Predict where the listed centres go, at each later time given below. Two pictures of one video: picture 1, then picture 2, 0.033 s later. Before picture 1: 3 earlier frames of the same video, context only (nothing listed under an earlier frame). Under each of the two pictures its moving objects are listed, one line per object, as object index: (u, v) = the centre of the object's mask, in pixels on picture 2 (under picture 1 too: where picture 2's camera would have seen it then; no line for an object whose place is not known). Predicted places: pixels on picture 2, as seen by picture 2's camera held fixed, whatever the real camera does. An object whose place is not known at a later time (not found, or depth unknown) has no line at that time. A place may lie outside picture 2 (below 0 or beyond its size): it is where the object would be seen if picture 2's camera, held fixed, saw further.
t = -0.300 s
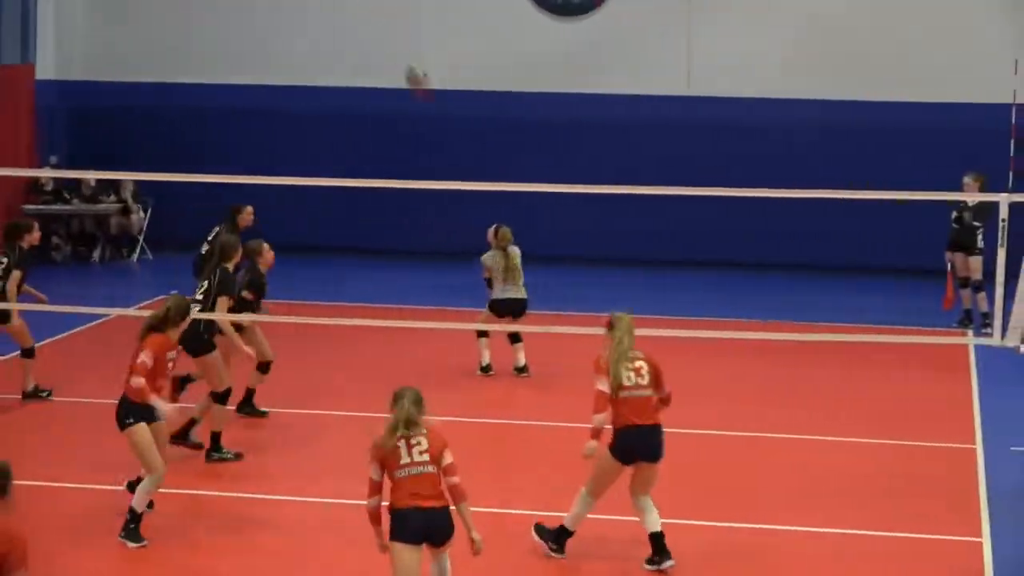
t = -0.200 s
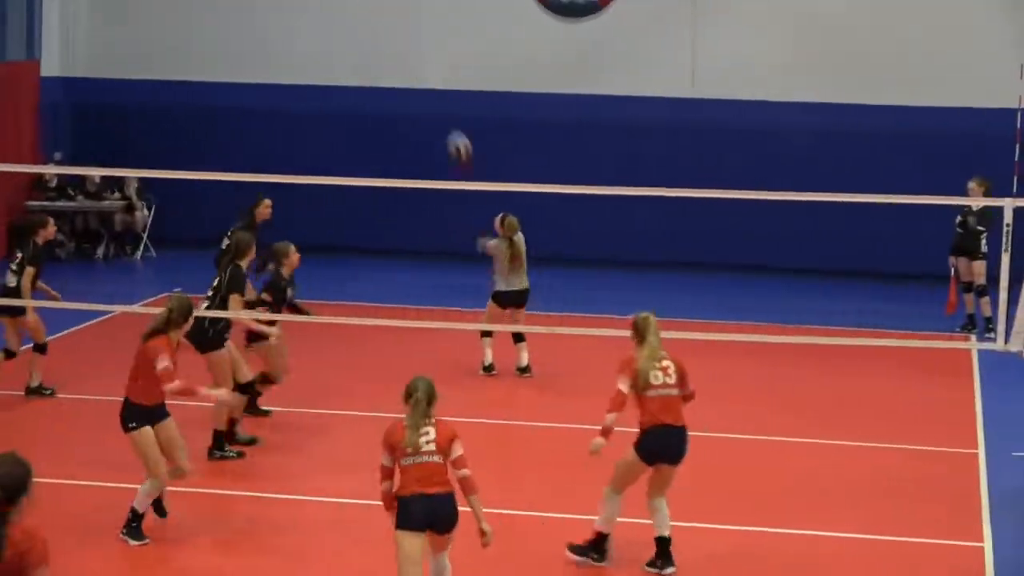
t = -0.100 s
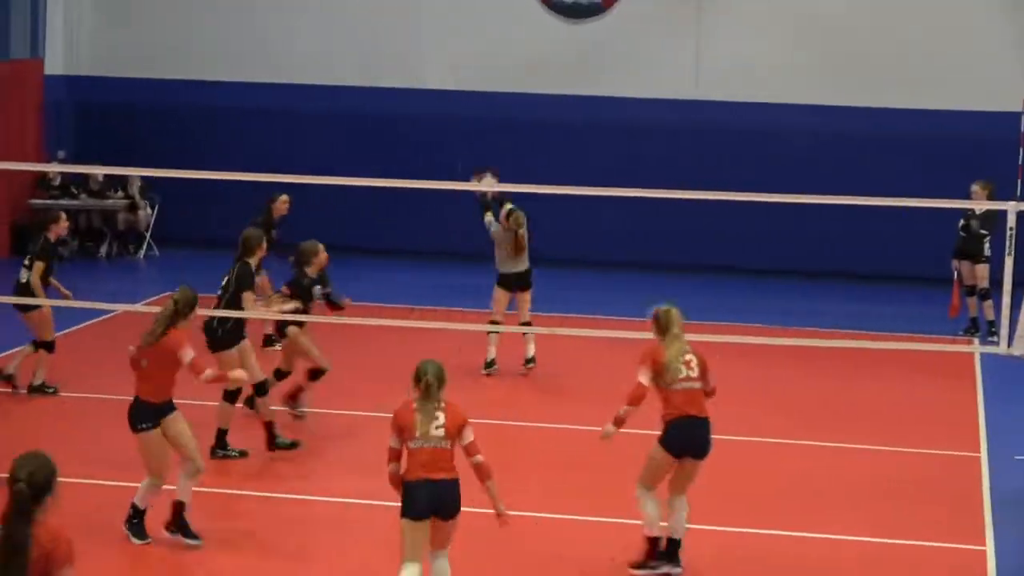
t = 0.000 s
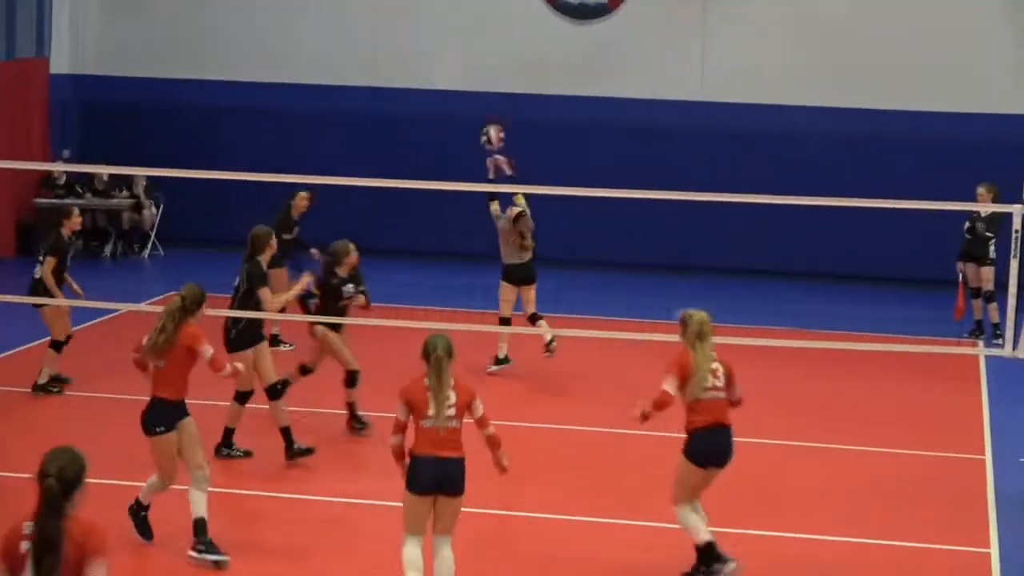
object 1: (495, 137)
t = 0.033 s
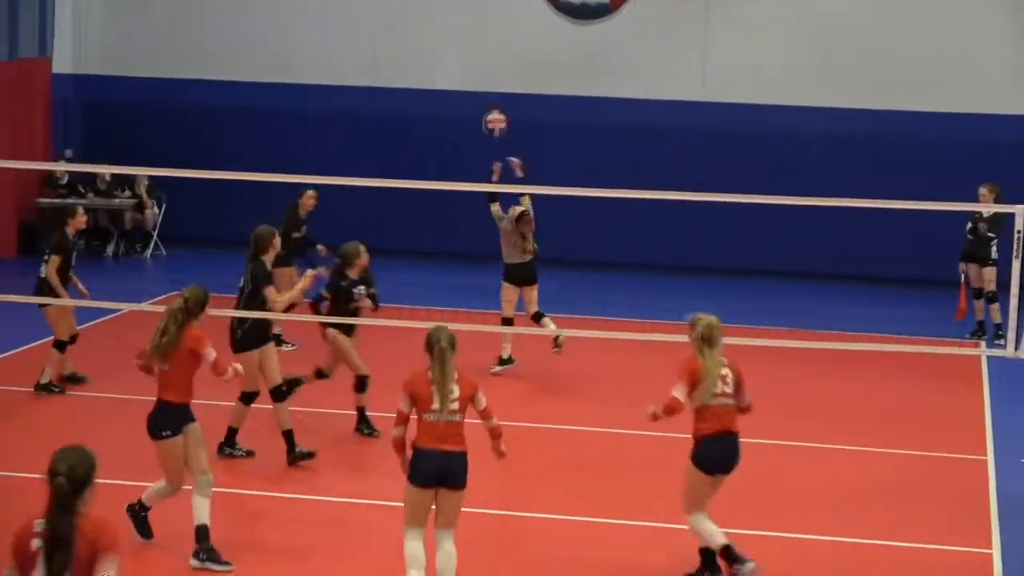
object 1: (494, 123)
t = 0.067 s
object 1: (495, 110)
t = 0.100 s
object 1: (495, 98)
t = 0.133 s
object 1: (496, 88)
